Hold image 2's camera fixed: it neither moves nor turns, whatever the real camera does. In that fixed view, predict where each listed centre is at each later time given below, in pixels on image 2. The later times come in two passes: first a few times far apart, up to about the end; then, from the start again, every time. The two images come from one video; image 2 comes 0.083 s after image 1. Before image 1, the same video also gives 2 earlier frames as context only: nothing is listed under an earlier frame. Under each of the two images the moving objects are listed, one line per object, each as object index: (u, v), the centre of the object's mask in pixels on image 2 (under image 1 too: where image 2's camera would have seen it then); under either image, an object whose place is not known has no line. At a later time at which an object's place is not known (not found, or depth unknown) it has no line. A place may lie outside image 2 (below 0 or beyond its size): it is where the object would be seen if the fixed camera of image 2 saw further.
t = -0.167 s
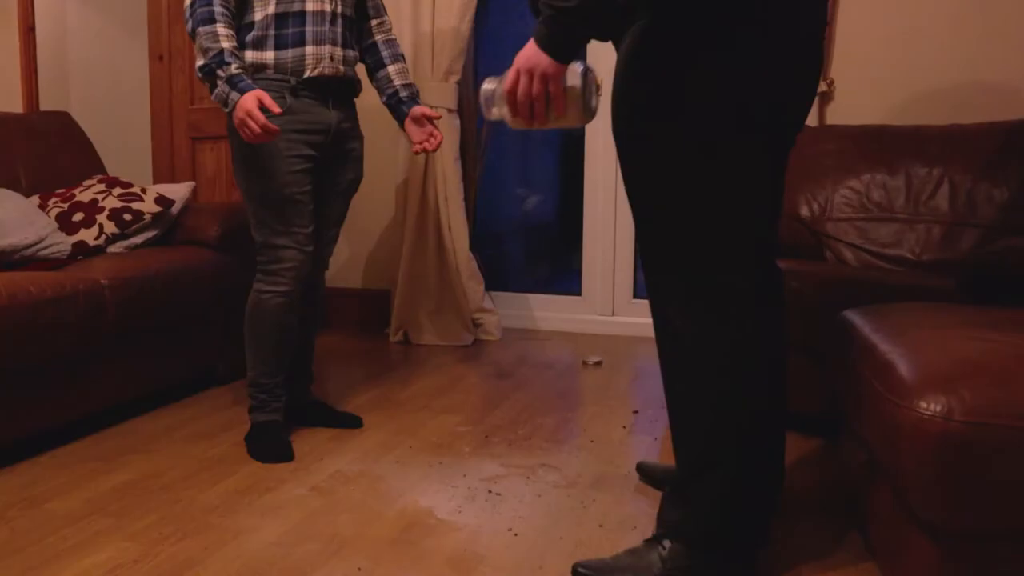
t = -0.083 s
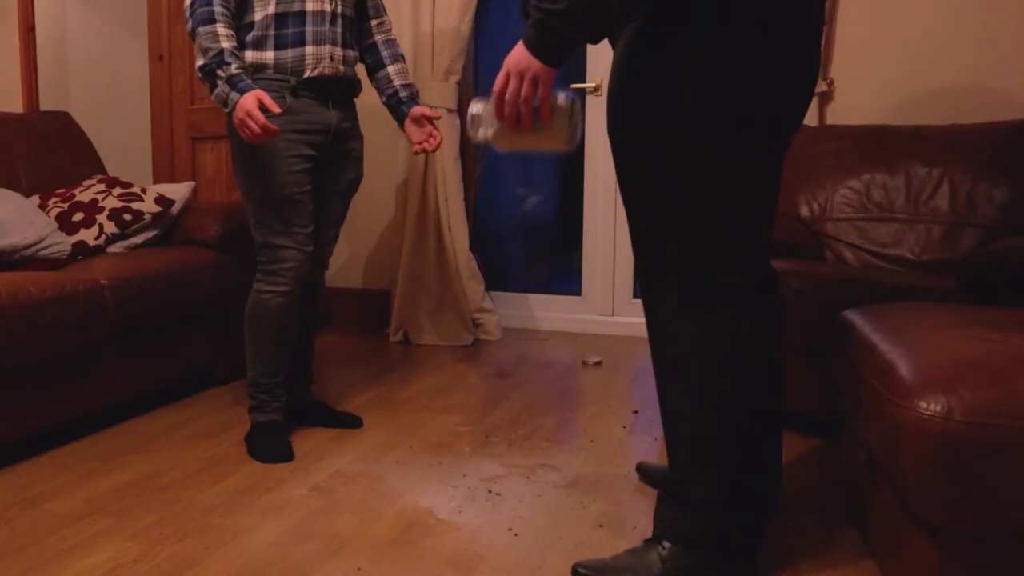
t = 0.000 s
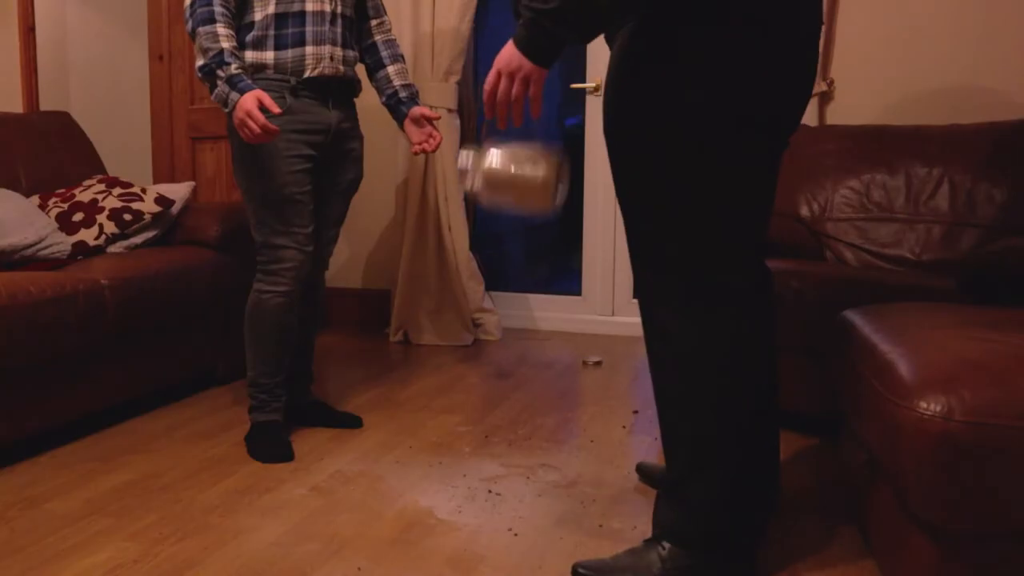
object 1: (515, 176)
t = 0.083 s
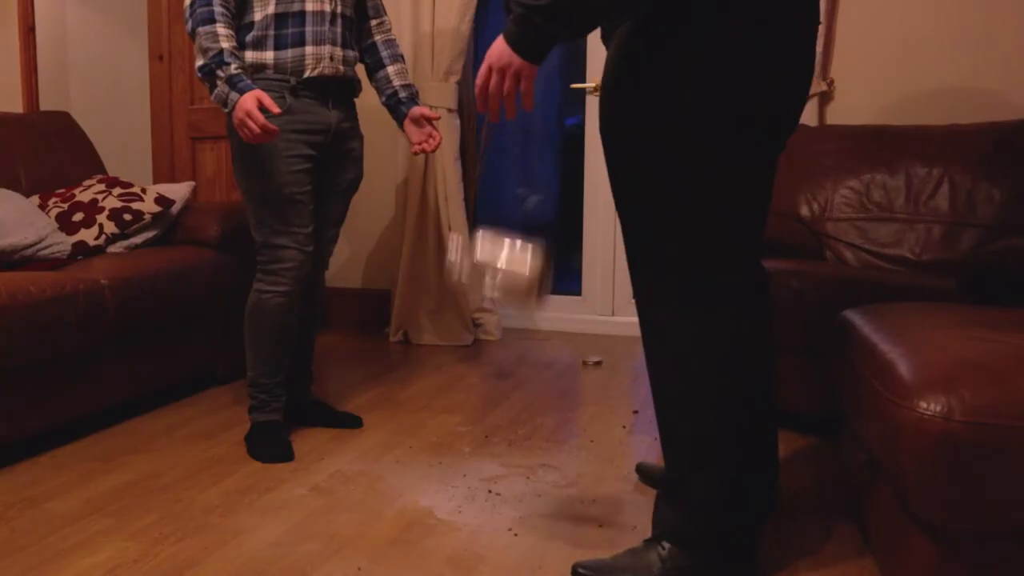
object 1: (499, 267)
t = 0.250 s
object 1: (477, 509)
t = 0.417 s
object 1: (411, 478)
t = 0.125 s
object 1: (495, 328)
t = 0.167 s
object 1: (490, 390)
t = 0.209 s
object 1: (484, 464)
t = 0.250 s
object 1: (477, 509)
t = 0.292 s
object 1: (458, 491)
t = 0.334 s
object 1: (440, 482)
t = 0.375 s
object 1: (426, 478)
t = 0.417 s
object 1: (411, 478)
